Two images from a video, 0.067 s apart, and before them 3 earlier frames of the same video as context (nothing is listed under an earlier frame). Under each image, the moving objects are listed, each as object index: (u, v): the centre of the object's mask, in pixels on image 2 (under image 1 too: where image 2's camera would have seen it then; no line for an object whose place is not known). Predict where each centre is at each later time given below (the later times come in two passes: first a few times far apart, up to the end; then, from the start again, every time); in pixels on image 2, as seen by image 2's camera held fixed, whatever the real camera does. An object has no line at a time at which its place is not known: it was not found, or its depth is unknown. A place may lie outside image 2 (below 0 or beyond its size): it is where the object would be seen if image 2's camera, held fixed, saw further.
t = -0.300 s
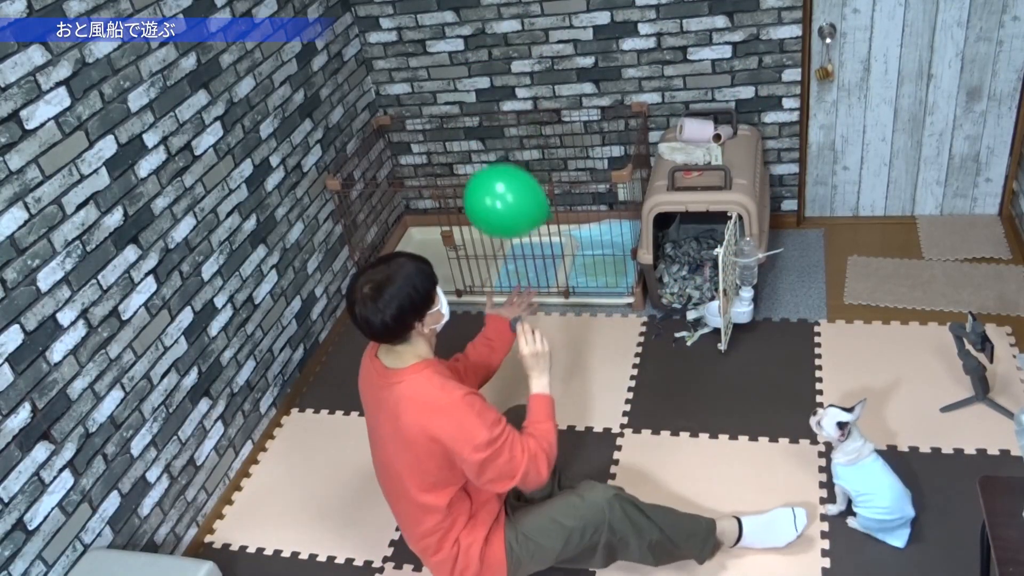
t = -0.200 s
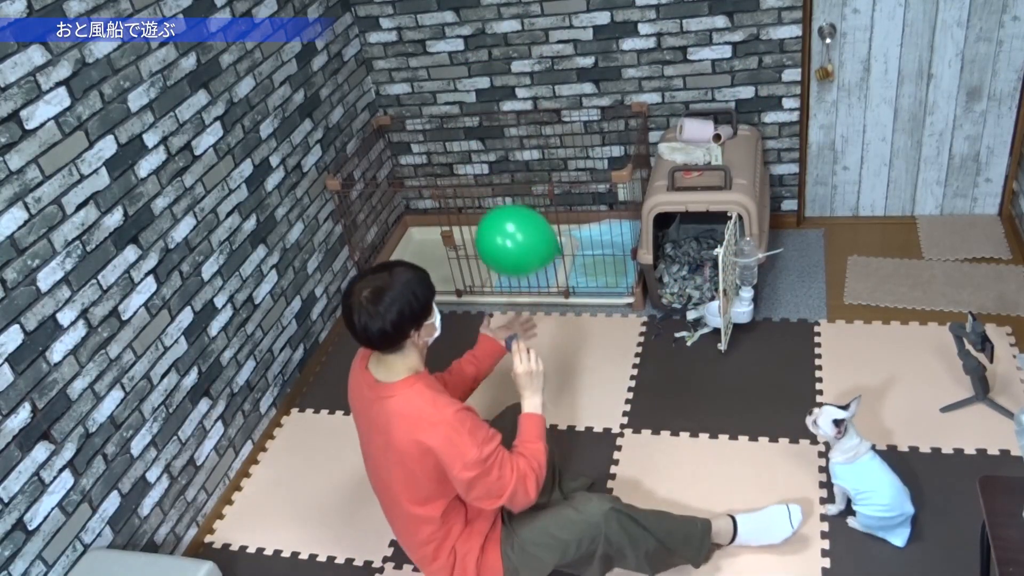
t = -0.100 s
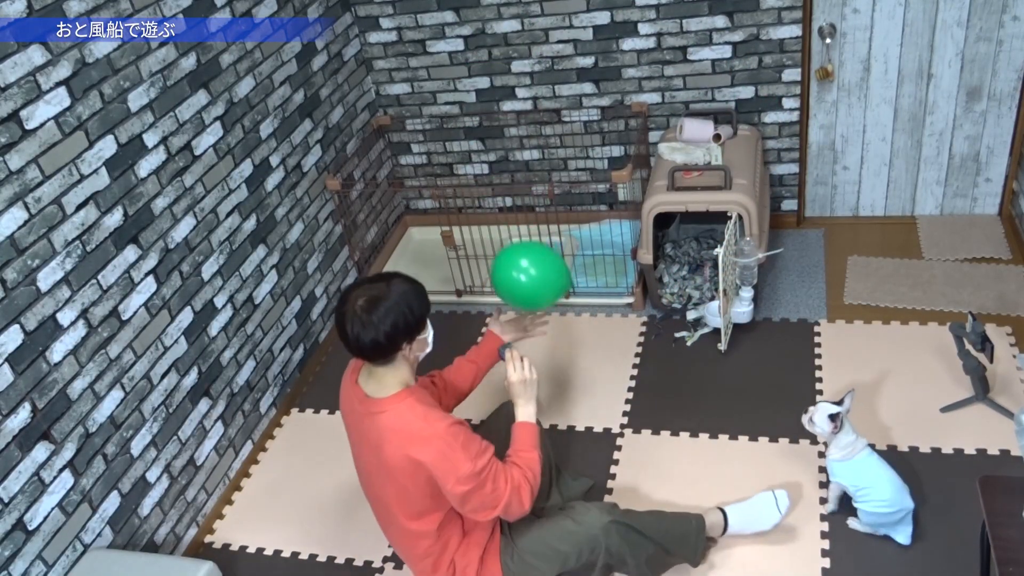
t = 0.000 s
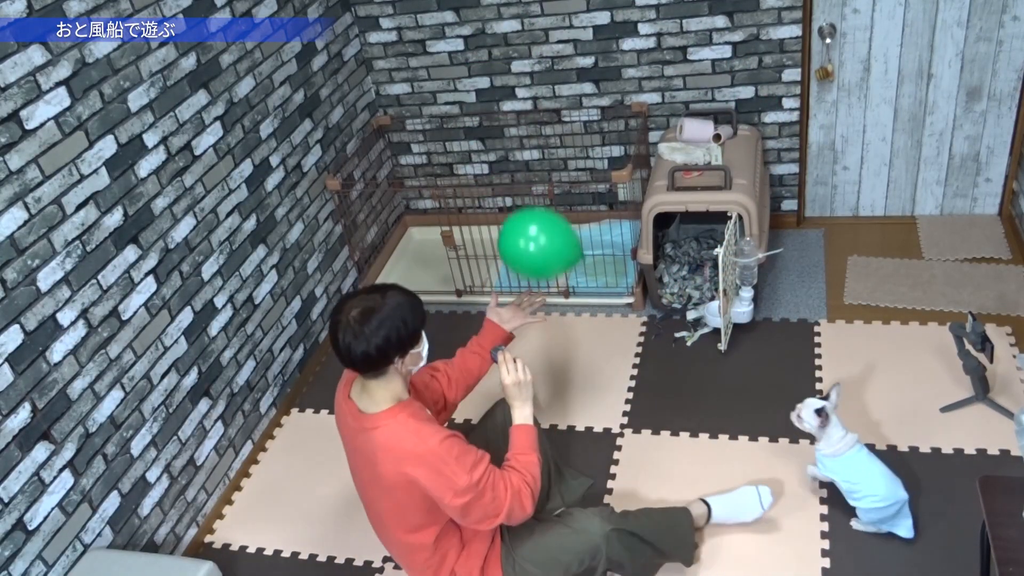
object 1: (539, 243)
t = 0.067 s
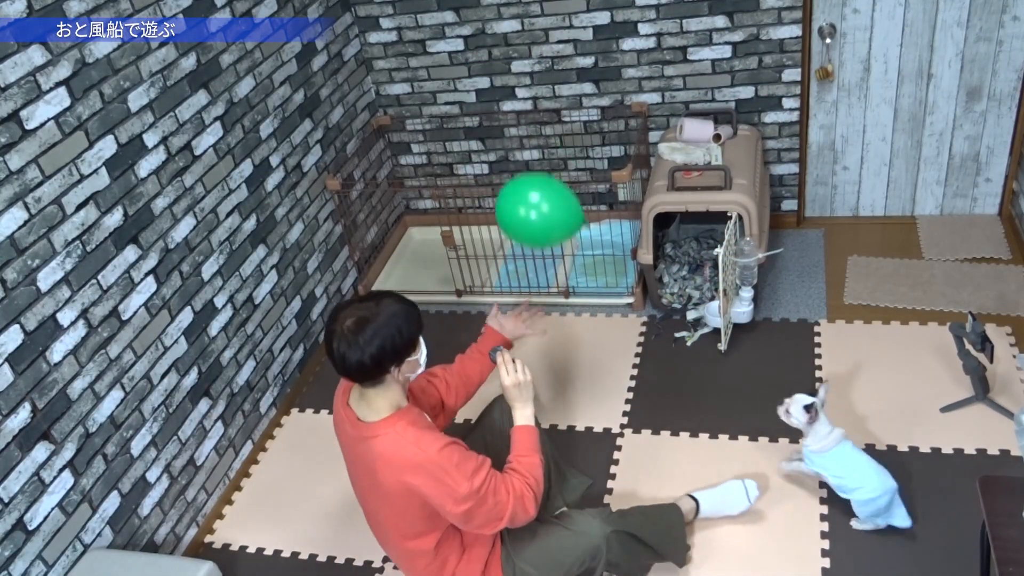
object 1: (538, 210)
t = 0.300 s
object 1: (532, 127)
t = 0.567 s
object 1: (524, 96)
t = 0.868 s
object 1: (526, 126)
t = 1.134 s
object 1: (536, 197)
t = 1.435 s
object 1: (552, 302)
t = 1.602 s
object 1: (558, 354)
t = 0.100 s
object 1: (538, 195)
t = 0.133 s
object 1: (537, 182)
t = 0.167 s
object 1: (537, 169)
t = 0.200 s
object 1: (535, 156)
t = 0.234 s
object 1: (534, 145)
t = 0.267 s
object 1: (533, 136)
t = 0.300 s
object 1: (532, 127)
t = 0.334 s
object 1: (531, 119)
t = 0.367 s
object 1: (529, 113)
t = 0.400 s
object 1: (528, 108)
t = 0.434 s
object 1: (527, 104)
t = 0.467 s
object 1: (526, 101)
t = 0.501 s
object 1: (526, 99)
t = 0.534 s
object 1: (525, 97)
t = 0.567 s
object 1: (524, 96)
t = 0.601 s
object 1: (524, 96)
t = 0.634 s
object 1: (524, 97)
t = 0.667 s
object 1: (523, 99)
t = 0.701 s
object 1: (523, 102)
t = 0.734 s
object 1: (523, 105)
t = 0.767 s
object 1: (524, 109)
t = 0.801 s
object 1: (524, 114)
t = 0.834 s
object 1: (525, 120)
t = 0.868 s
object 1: (526, 126)
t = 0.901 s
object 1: (527, 133)
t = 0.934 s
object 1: (528, 141)
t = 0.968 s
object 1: (529, 149)
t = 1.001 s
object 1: (530, 157)
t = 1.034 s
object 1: (532, 167)
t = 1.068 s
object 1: (533, 177)
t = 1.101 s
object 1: (535, 186)
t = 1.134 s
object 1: (536, 197)
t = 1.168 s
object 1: (538, 208)
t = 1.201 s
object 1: (540, 219)
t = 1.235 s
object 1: (541, 230)
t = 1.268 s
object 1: (543, 242)
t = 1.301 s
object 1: (545, 255)
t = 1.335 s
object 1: (547, 267)
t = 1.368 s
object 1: (549, 278)
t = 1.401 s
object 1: (550, 290)
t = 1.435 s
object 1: (552, 302)
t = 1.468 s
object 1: (553, 314)
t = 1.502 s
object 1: (555, 324)
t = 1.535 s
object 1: (556, 335)
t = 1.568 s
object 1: (557, 344)
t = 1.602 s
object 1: (558, 354)
